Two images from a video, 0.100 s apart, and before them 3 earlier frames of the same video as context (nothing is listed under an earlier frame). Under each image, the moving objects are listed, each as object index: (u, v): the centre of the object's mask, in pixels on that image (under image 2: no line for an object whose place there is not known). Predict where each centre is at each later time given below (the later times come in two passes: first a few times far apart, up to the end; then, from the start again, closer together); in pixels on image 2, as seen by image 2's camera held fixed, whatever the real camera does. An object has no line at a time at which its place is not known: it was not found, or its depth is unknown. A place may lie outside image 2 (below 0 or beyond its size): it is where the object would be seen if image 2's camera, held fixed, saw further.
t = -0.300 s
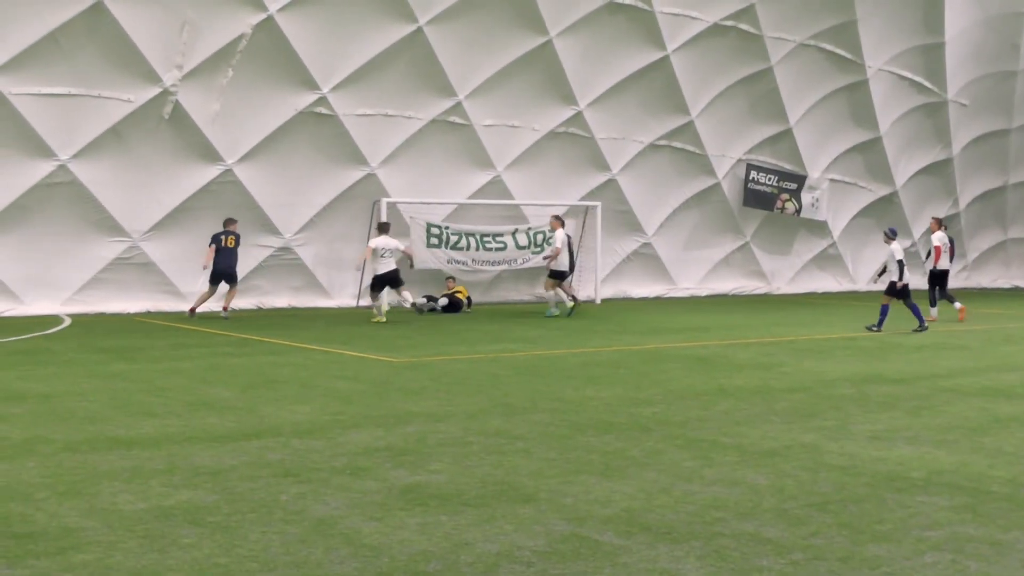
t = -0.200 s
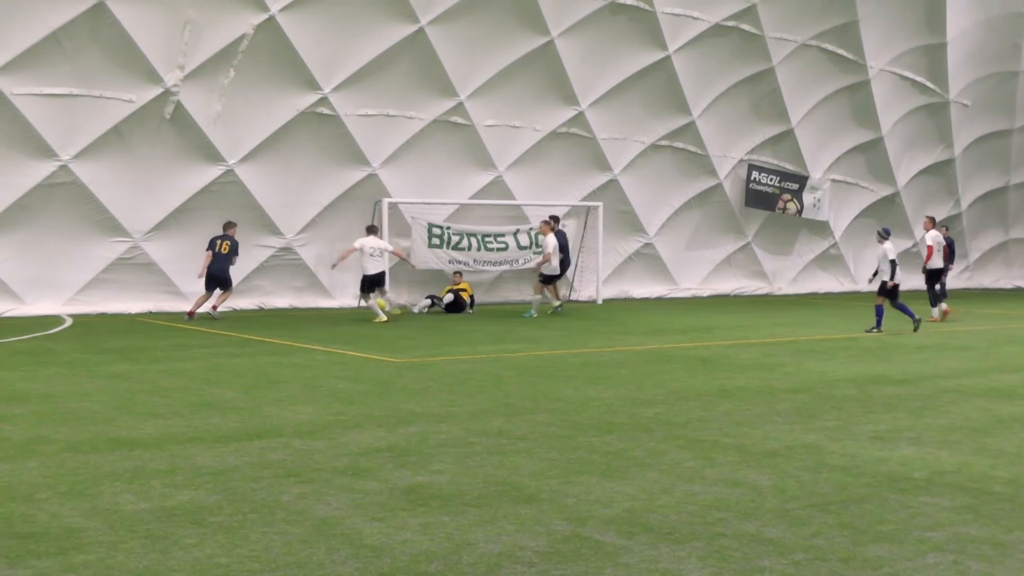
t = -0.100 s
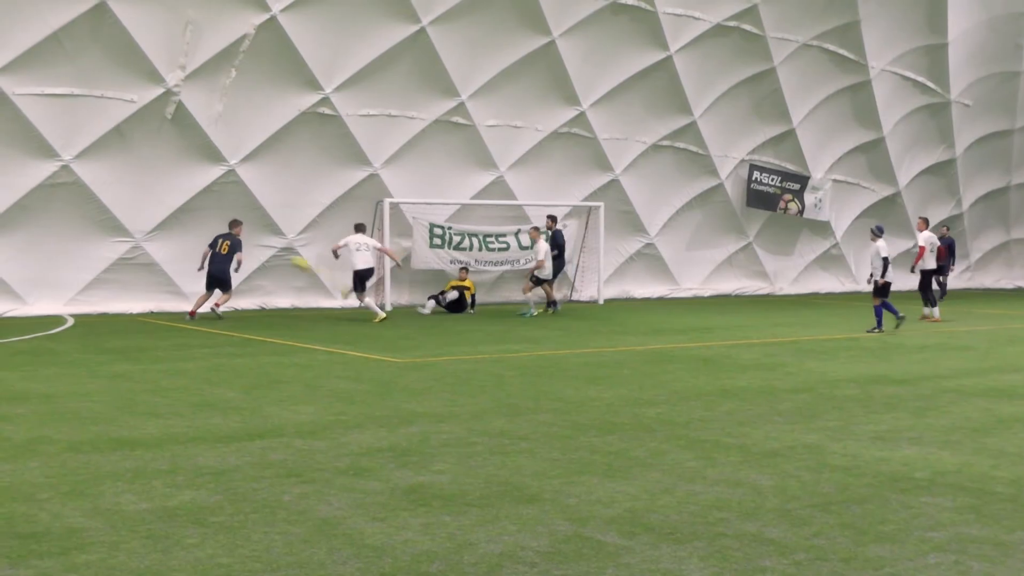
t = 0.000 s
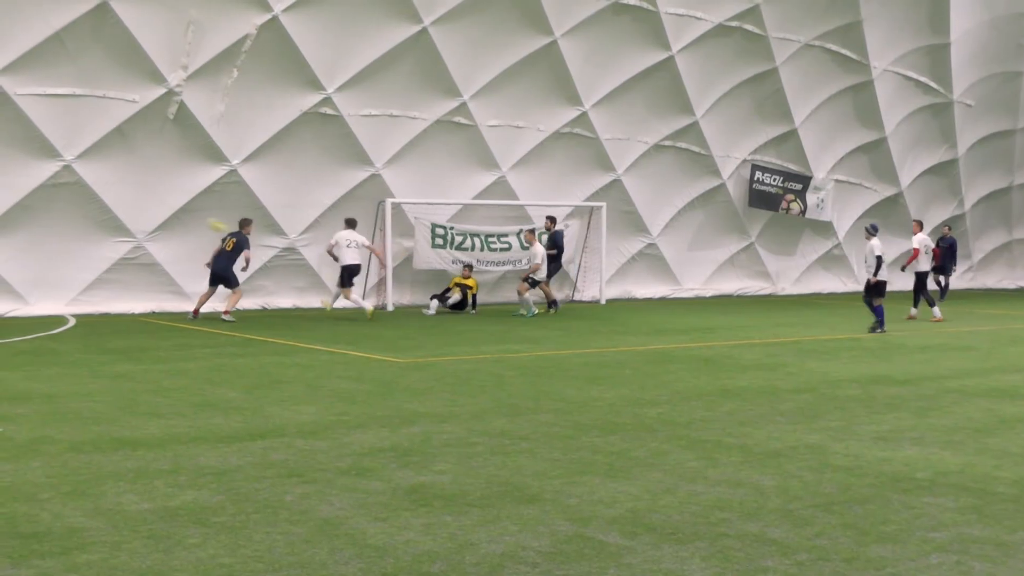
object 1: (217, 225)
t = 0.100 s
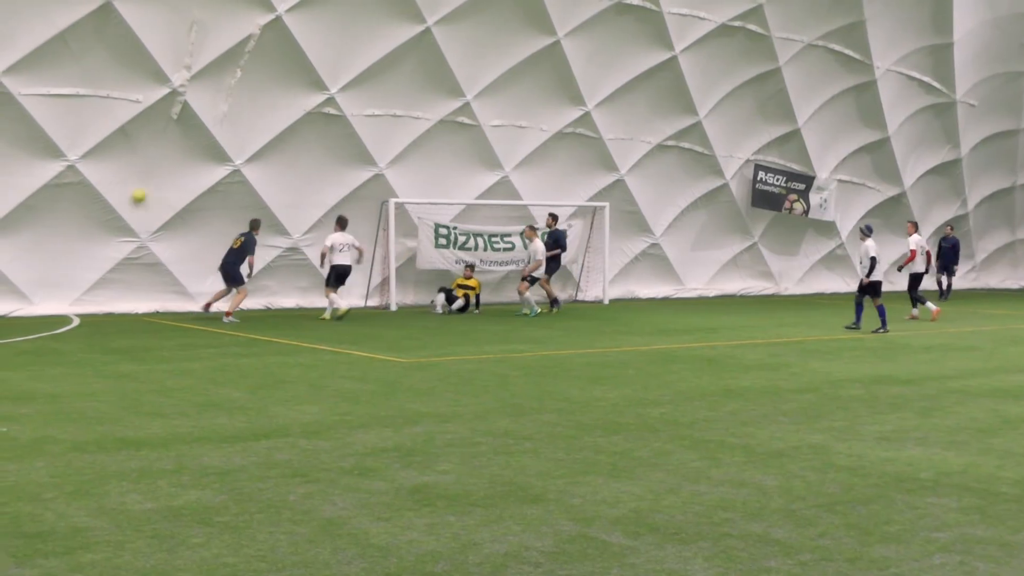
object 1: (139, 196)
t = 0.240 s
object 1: (117, 211)
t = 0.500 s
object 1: (73, 278)
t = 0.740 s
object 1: (47, 290)
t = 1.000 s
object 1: (36, 258)
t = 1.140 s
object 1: (29, 258)
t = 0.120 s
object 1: (135, 197)
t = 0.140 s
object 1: (132, 198)
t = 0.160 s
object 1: (130, 201)
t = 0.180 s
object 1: (127, 203)
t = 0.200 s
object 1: (123, 206)
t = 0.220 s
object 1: (120, 208)
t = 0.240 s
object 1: (117, 211)
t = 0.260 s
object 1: (113, 215)
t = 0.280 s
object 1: (110, 218)
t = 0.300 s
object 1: (108, 222)
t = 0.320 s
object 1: (104, 227)
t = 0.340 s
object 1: (102, 231)
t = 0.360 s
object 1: (98, 236)
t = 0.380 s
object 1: (94, 241)
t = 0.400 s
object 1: (91, 246)
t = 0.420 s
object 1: (87, 252)
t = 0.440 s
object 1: (83, 258)
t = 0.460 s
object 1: (80, 265)
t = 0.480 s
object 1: (76, 271)
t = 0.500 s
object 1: (73, 278)
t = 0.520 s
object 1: (69, 285)
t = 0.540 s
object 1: (65, 291)
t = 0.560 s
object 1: (62, 299)
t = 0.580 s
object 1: (58, 307)
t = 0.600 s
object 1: (54, 316)
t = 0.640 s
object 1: (51, 315)
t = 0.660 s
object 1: (49, 309)
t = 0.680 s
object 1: (49, 304)
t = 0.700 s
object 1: (48, 299)
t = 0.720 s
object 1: (47, 295)
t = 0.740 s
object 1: (47, 290)
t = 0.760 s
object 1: (46, 286)
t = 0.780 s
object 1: (45, 283)
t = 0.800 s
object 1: (44, 280)
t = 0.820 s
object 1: (43, 276)
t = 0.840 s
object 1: (42, 273)
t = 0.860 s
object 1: (42, 271)
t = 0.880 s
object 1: (41, 268)
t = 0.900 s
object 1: (40, 266)
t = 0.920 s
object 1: (39, 264)
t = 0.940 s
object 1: (38, 262)
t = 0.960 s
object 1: (37, 261)
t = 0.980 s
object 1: (37, 259)
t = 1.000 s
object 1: (36, 258)
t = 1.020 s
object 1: (35, 257)
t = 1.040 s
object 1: (34, 257)
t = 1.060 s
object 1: (33, 257)
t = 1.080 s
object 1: (32, 257)
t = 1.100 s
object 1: (32, 257)
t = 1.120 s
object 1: (30, 257)
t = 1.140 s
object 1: (29, 258)
